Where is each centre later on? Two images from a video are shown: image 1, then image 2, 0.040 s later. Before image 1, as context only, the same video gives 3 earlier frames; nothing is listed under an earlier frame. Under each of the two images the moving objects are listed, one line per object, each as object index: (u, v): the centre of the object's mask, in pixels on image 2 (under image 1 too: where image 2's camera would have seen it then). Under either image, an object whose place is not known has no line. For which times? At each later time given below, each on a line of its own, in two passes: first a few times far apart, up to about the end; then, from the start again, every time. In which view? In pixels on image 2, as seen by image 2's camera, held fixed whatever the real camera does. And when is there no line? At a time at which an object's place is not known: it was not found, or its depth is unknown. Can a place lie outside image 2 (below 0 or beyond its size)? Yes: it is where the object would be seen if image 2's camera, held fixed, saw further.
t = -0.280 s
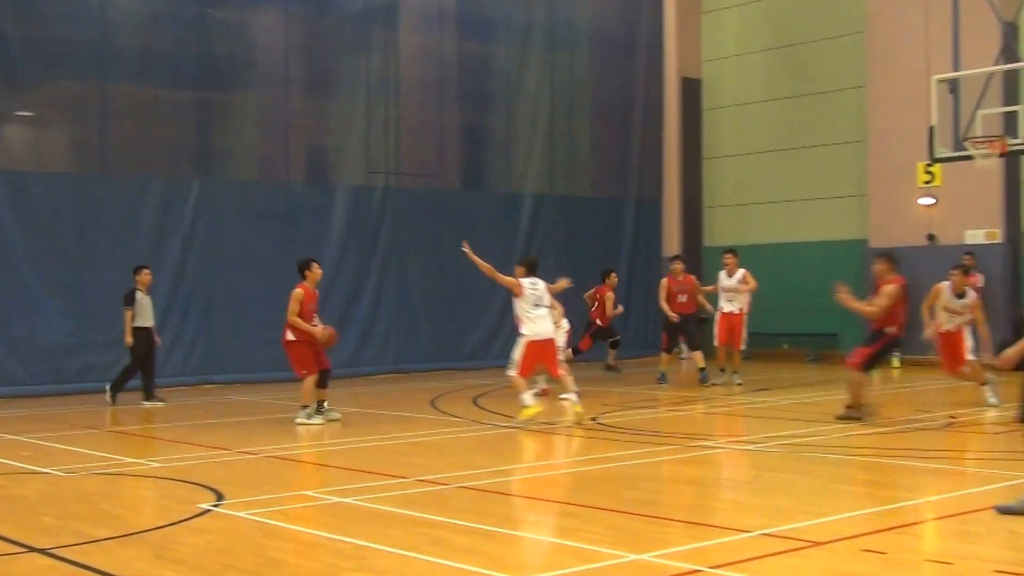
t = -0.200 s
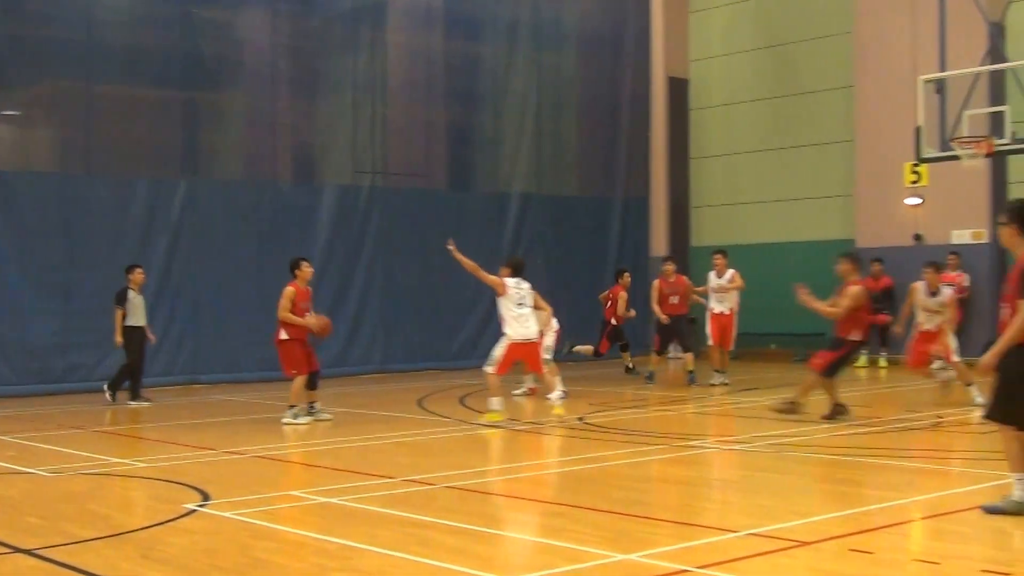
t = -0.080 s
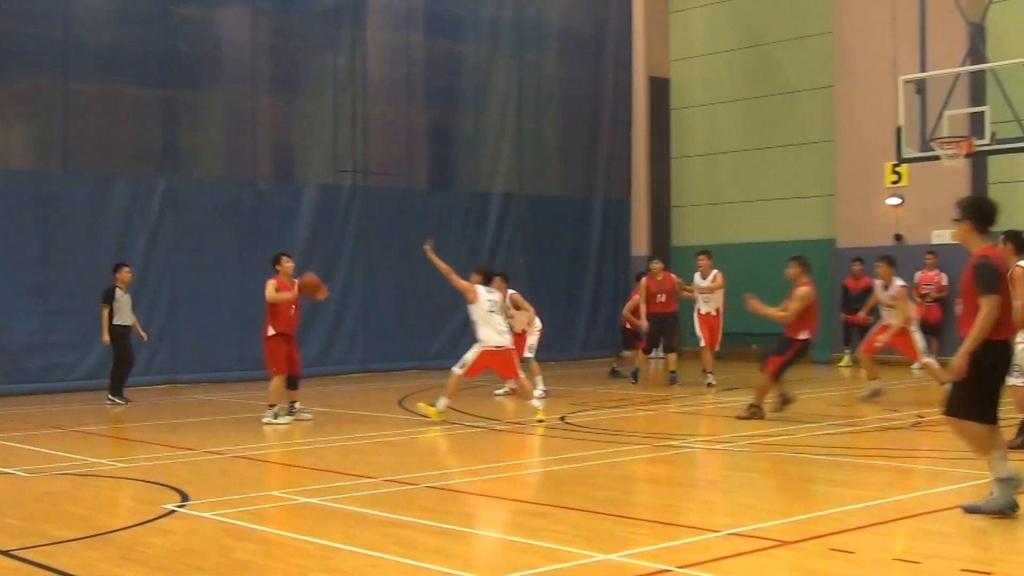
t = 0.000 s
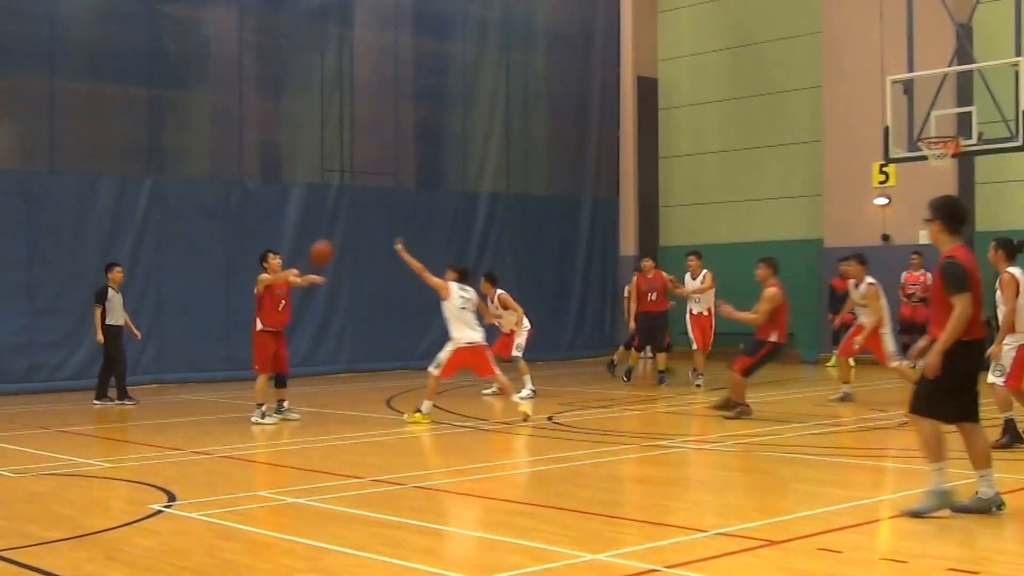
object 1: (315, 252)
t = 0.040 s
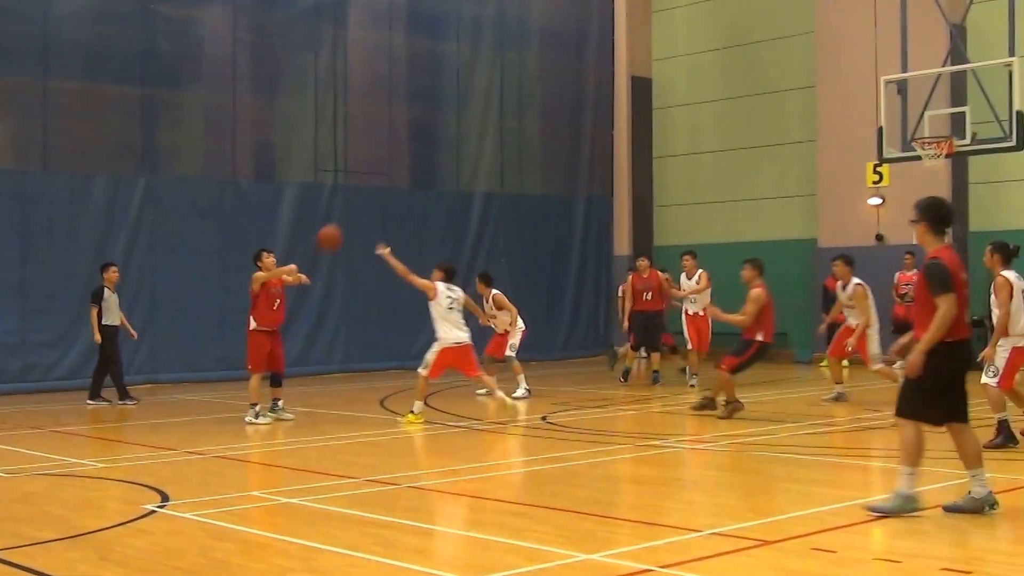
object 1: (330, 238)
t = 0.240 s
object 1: (410, 178)
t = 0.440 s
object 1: (509, 150)
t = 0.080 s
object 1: (345, 224)
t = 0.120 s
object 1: (361, 211)
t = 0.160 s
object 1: (376, 199)
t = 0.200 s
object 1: (393, 187)
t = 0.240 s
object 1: (410, 178)
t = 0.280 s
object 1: (429, 169)
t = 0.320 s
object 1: (447, 162)
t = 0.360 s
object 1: (468, 156)
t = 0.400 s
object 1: (488, 152)
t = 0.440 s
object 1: (509, 150)
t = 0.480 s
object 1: (532, 150)
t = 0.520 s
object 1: (556, 152)
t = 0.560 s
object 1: (581, 155)
